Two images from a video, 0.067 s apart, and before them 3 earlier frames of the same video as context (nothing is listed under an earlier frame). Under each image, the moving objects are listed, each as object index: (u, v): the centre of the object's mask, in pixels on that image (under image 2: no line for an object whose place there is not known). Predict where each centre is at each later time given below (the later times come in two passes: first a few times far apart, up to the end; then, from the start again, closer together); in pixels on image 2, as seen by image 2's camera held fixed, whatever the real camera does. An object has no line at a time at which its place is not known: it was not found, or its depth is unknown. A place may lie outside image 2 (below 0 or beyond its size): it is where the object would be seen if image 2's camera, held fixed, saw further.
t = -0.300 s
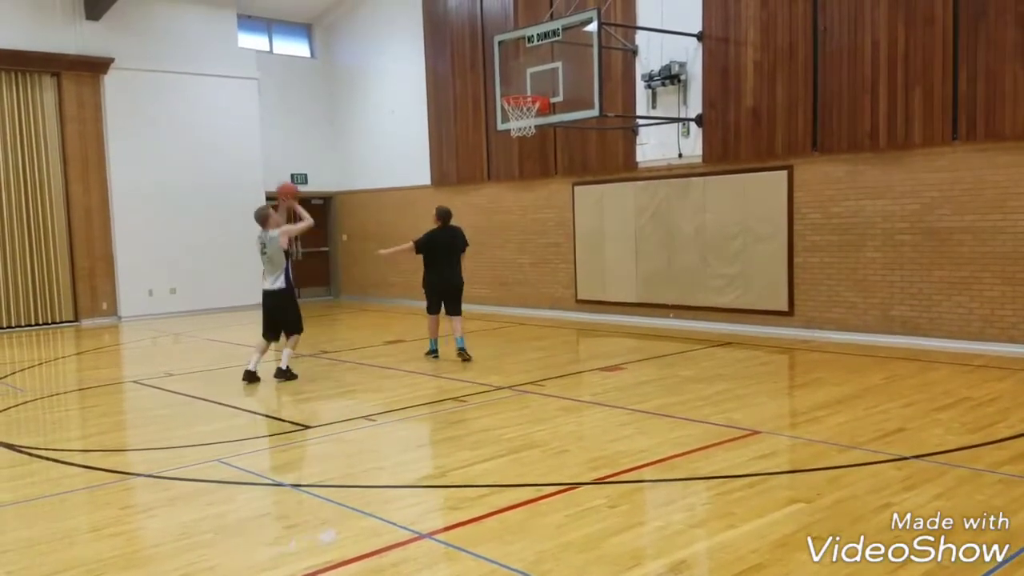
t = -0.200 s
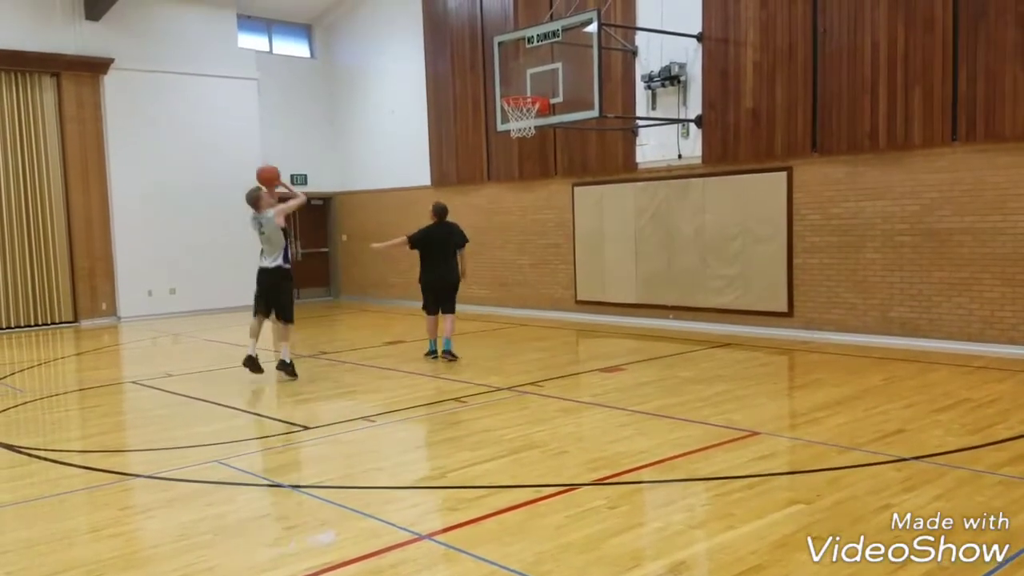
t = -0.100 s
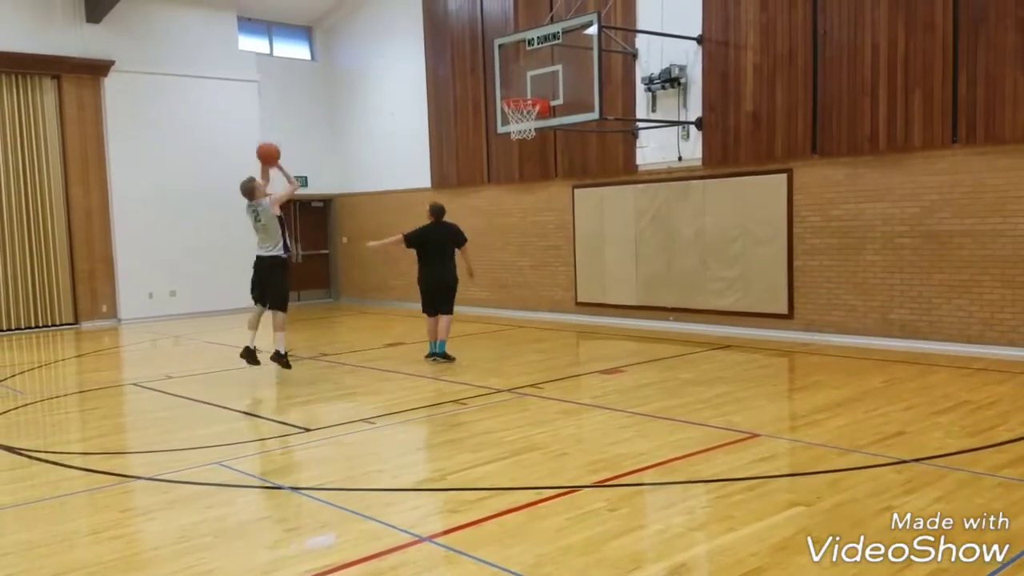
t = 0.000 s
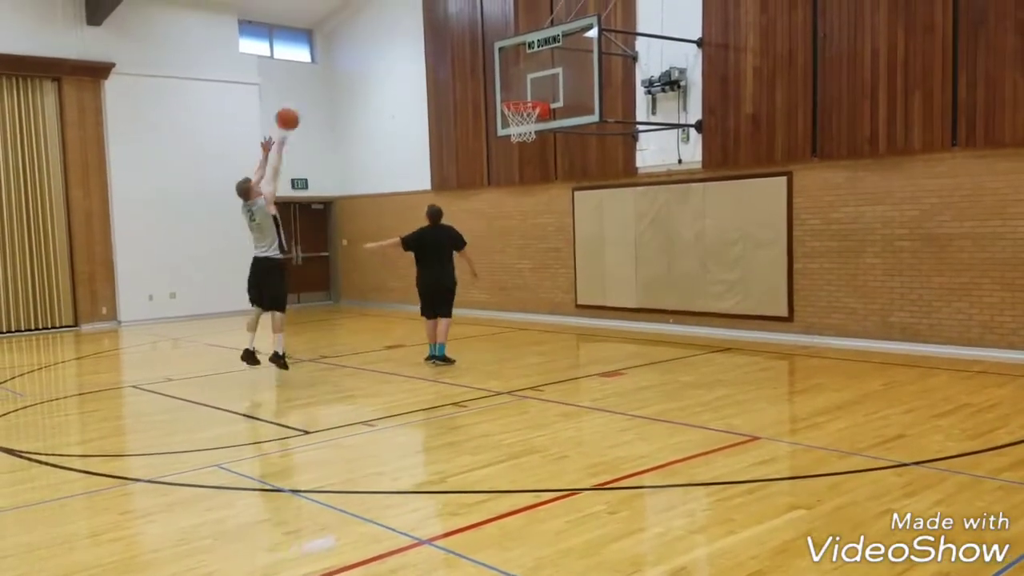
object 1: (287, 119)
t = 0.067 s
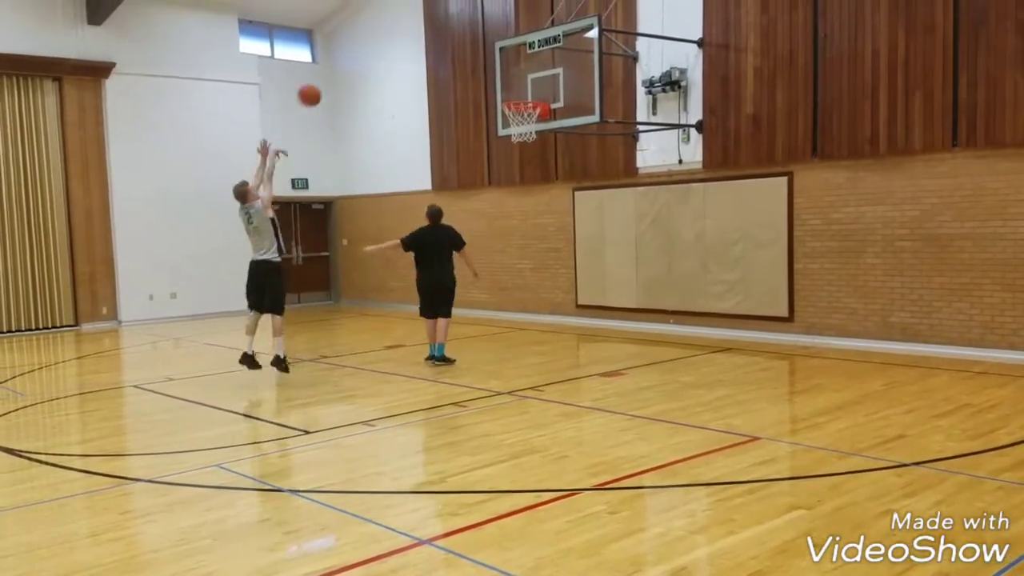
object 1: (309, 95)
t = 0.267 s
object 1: (371, 52)
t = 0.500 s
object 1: (440, 48)
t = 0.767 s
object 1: (508, 91)
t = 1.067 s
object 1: (532, 92)
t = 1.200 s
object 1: (520, 98)
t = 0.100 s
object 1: (320, 85)
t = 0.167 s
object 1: (340, 69)
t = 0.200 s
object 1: (351, 62)
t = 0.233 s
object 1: (361, 56)
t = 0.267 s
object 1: (371, 52)
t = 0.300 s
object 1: (382, 48)
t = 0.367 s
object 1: (401, 45)
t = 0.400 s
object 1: (411, 44)
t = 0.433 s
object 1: (421, 45)
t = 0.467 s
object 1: (430, 45)
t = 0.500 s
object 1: (440, 48)
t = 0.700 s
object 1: (494, 83)
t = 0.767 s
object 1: (508, 91)
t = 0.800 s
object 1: (513, 89)
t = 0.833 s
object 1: (518, 88)
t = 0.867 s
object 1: (523, 88)
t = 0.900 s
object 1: (528, 89)
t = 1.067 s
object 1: (532, 92)
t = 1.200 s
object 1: (520, 98)
